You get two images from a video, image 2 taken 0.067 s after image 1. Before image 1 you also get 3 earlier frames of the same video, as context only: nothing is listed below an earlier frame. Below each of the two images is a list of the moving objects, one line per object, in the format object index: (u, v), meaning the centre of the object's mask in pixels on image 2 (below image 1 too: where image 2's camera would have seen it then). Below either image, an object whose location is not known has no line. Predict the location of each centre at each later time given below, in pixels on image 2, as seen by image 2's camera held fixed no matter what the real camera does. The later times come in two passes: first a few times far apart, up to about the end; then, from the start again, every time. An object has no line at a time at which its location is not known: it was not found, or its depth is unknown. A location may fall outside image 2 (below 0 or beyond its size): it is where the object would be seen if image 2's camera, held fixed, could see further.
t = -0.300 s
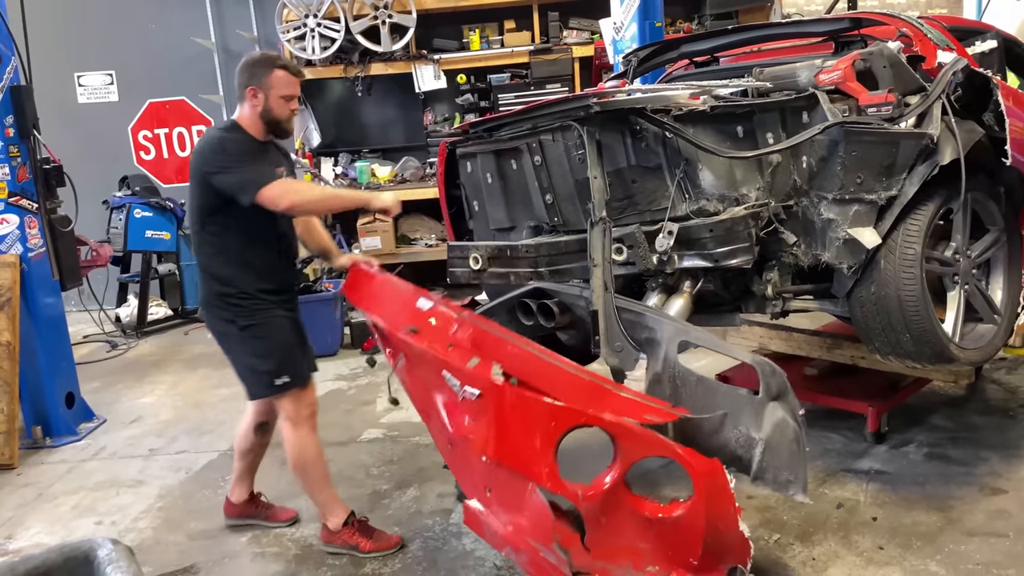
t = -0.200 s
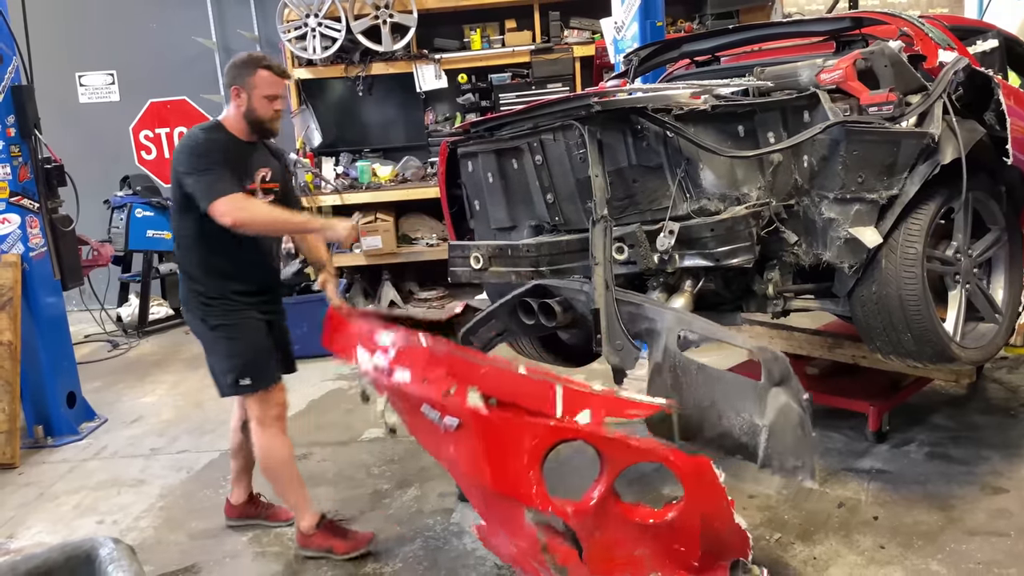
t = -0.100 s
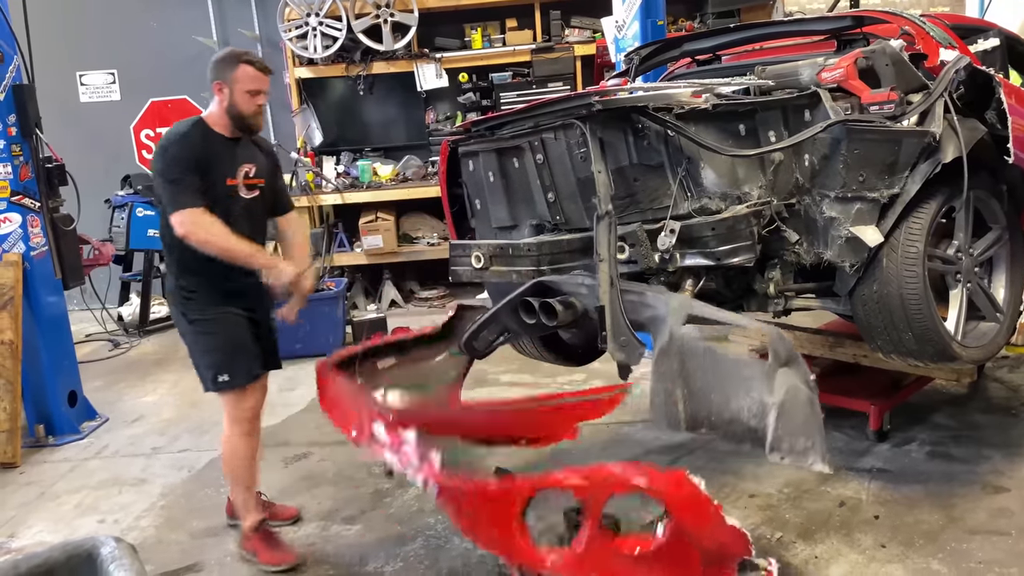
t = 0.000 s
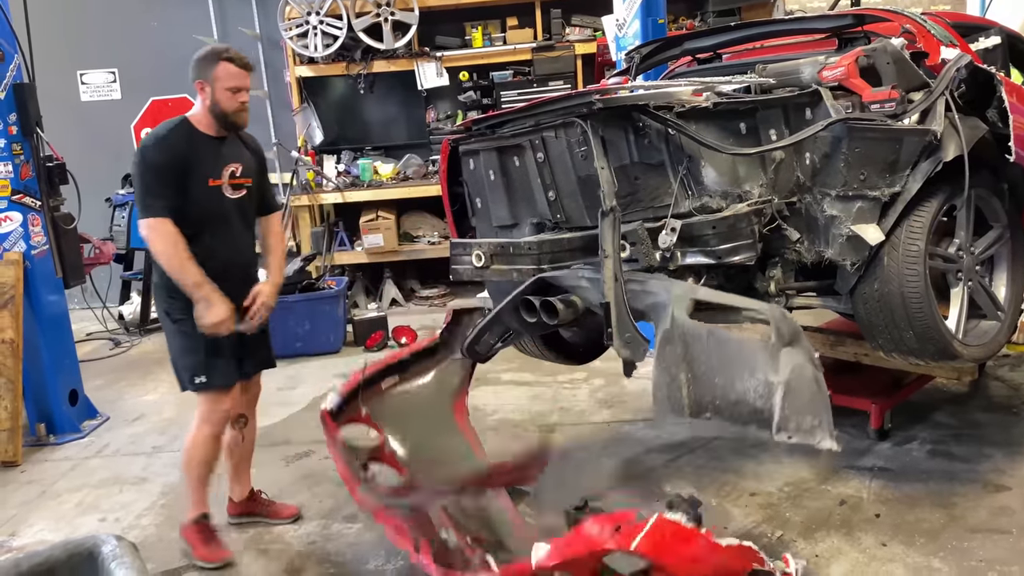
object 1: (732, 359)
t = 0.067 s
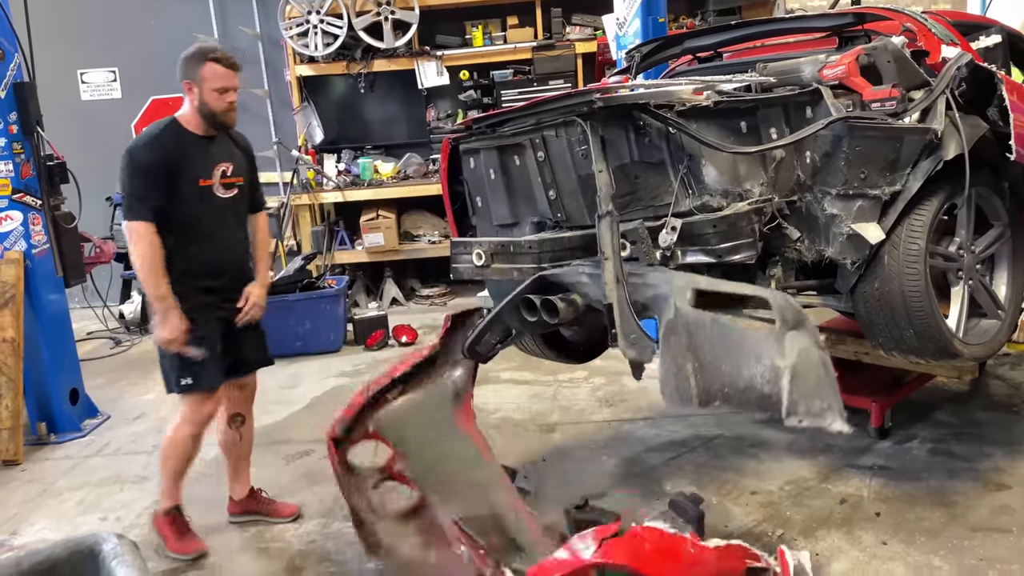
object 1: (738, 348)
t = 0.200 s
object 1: (738, 322)
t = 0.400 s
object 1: (725, 290)
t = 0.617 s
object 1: (730, 296)
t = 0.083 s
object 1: (739, 345)
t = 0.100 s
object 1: (740, 343)
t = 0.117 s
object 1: (740, 340)
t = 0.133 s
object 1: (740, 337)
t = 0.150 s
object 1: (740, 333)
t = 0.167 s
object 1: (739, 329)
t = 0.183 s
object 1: (738, 326)
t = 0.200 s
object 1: (738, 322)
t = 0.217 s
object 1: (736, 319)
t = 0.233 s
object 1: (737, 315)
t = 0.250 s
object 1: (737, 312)
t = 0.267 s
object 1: (737, 309)
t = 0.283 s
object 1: (736, 306)
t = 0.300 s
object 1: (736, 303)
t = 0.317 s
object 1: (734, 300)
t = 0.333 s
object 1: (733, 298)
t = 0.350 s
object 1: (730, 295)
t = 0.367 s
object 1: (728, 293)
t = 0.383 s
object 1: (726, 291)
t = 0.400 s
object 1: (725, 290)
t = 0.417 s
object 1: (724, 288)
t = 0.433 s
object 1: (724, 287)
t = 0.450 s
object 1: (724, 287)
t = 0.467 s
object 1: (724, 287)
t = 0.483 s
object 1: (723, 287)
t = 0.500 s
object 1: (723, 287)
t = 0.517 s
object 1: (724, 287)
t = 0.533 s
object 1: (725, 288)
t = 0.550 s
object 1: (726, 290)
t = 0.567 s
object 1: (727, 291)
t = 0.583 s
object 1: (728, 293)
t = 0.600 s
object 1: (729, 295)
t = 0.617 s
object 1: (730, 296)
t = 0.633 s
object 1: (731, 298)
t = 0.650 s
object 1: (733, 301)
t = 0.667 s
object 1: (733, 302)
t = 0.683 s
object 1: (734, 304)
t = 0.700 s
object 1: (734, 307)
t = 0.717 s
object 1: (735, 308)
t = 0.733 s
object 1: (735, 310)
